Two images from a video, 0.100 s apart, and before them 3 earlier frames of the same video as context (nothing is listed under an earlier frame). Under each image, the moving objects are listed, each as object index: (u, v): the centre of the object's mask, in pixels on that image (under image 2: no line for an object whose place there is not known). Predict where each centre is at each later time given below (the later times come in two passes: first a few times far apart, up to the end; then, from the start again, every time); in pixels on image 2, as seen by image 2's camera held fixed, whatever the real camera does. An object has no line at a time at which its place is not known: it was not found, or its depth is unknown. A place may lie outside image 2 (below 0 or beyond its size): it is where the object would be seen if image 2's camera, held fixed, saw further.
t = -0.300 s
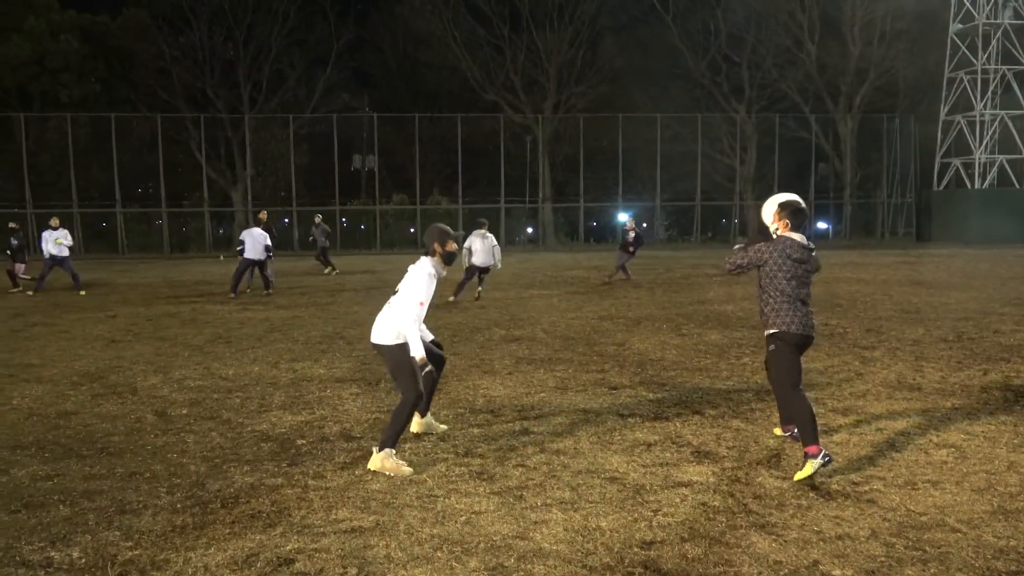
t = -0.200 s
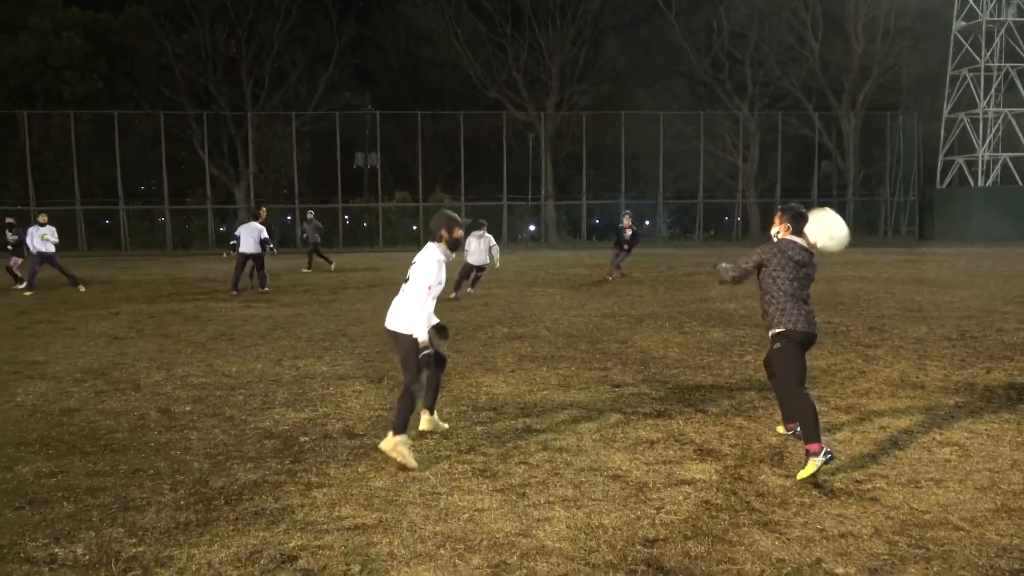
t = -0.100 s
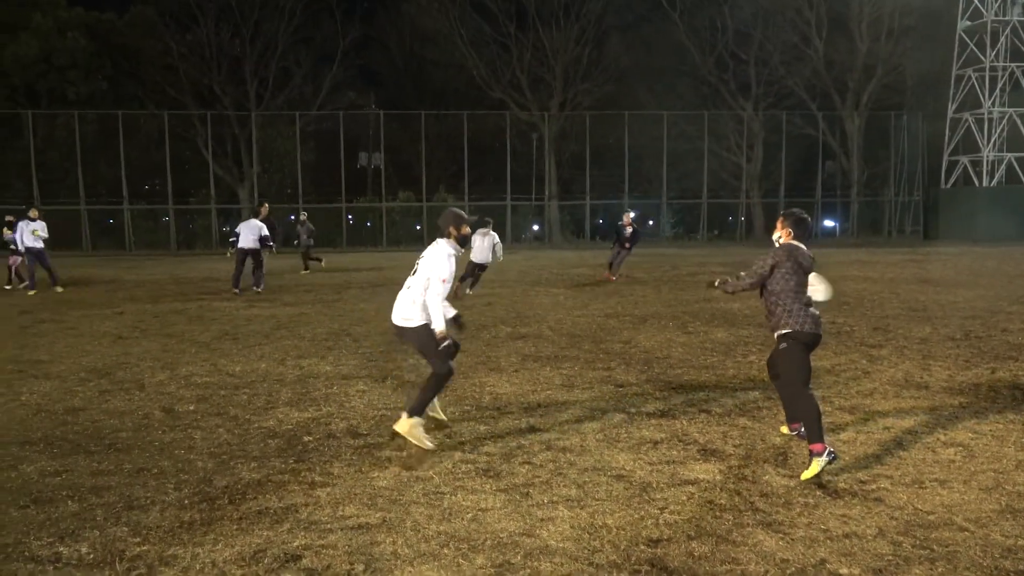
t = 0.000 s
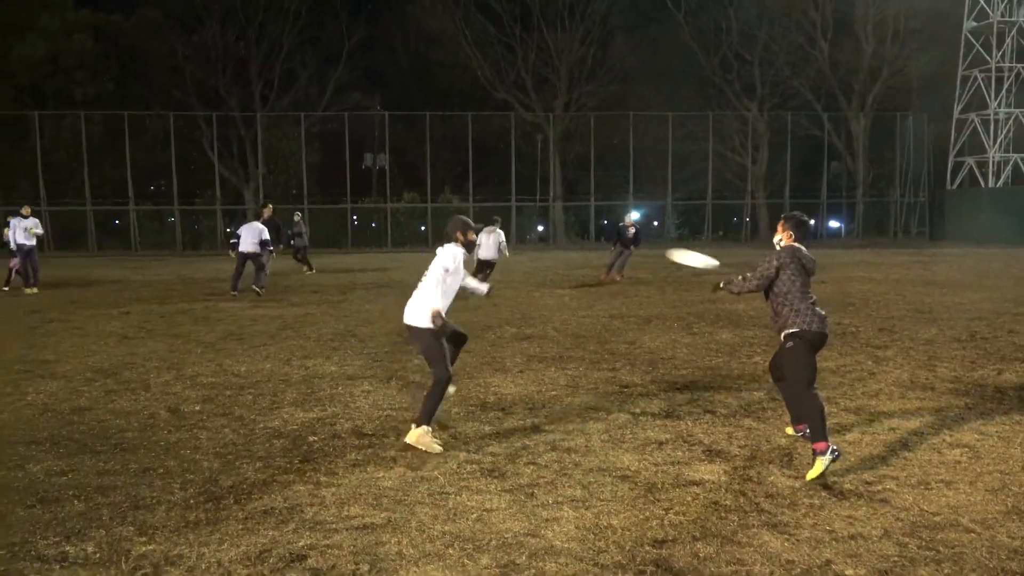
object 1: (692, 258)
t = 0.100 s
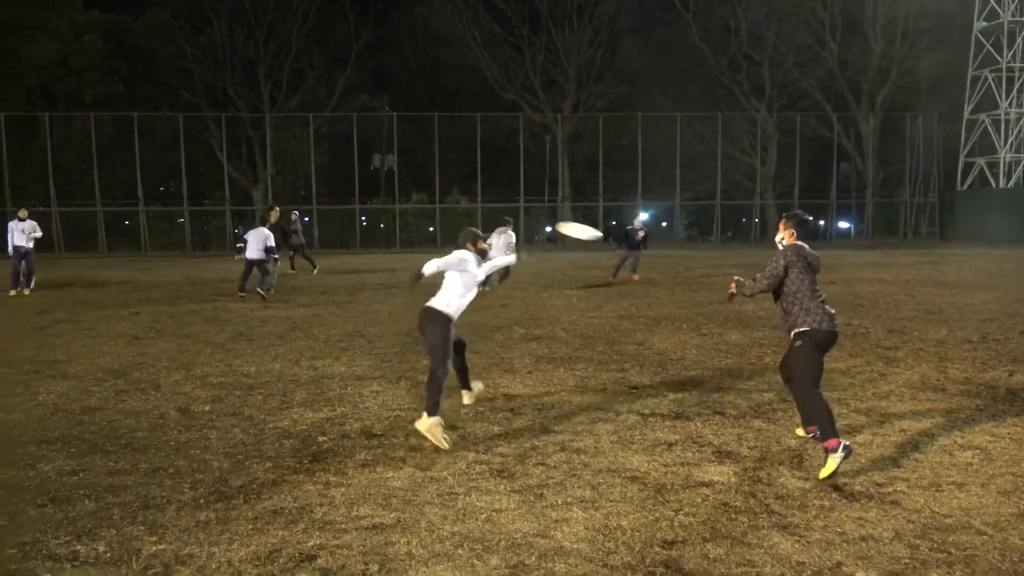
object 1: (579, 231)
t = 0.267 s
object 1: (412, 198)
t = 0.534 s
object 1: (206, 173)
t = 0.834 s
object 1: (23, 172)
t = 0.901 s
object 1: (-32, 157)
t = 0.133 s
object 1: (541, 223)
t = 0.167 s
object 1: (506, 216)
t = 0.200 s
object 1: (471, 209)
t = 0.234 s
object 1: (437, 203)
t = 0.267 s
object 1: (412, 198)
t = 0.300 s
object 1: (382, 192)
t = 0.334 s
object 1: (355, 188)
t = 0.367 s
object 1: (328, 184)
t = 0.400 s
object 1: (302, 181)
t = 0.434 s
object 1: (277, 178)
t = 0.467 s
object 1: (253, 176)
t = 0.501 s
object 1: (230, 174)
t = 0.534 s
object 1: (206, 173)
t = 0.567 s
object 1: (185, 172)
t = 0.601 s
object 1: (163, 172)
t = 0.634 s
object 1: (142, 171)
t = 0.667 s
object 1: (121, 171)
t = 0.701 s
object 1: (101, 171)
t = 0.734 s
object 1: (81, 171)
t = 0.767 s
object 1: (62, 172)
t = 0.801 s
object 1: (43, 172)
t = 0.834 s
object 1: (23, 172)
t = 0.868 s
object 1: (0, 169)
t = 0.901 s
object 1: (-32, 157)
